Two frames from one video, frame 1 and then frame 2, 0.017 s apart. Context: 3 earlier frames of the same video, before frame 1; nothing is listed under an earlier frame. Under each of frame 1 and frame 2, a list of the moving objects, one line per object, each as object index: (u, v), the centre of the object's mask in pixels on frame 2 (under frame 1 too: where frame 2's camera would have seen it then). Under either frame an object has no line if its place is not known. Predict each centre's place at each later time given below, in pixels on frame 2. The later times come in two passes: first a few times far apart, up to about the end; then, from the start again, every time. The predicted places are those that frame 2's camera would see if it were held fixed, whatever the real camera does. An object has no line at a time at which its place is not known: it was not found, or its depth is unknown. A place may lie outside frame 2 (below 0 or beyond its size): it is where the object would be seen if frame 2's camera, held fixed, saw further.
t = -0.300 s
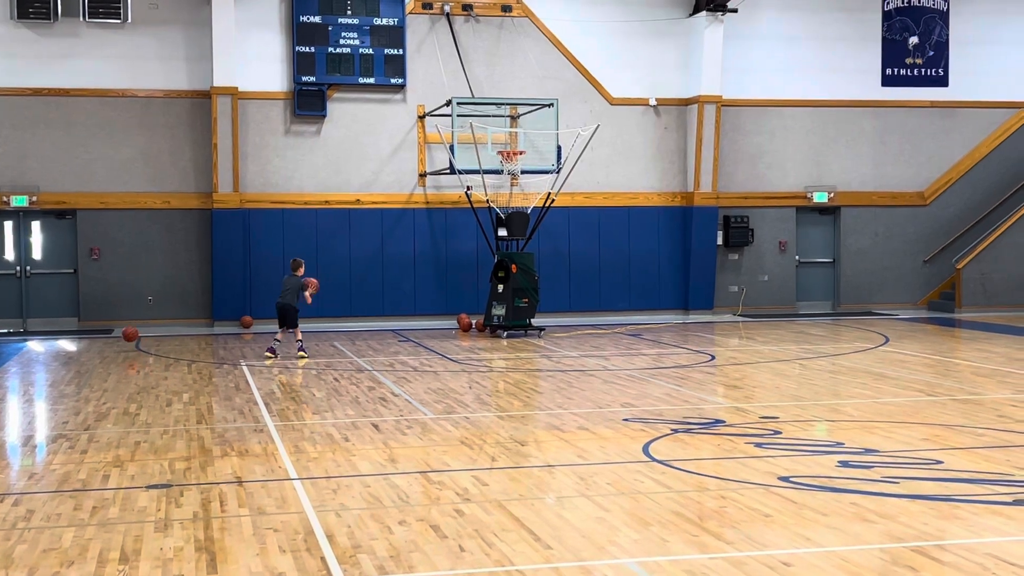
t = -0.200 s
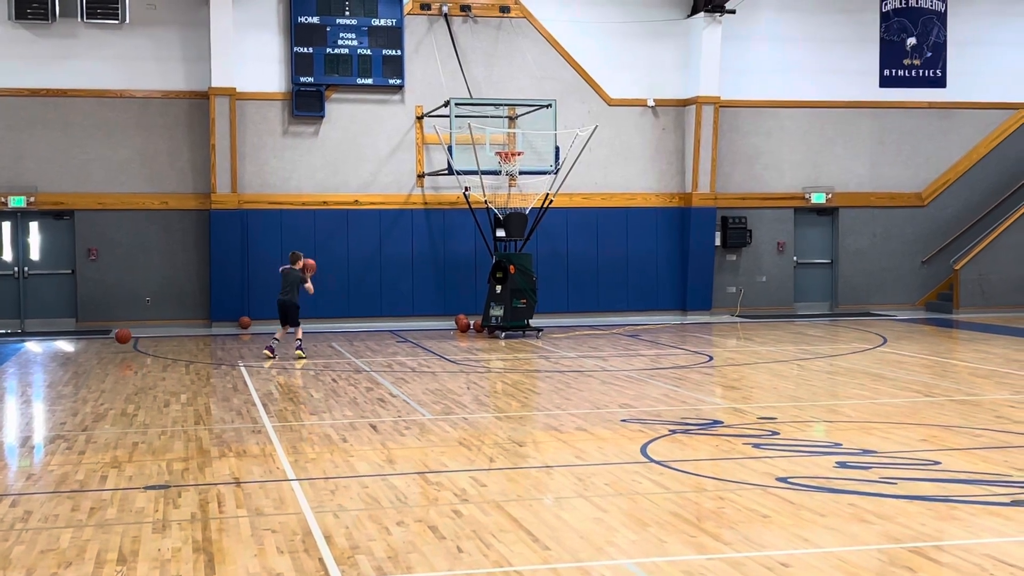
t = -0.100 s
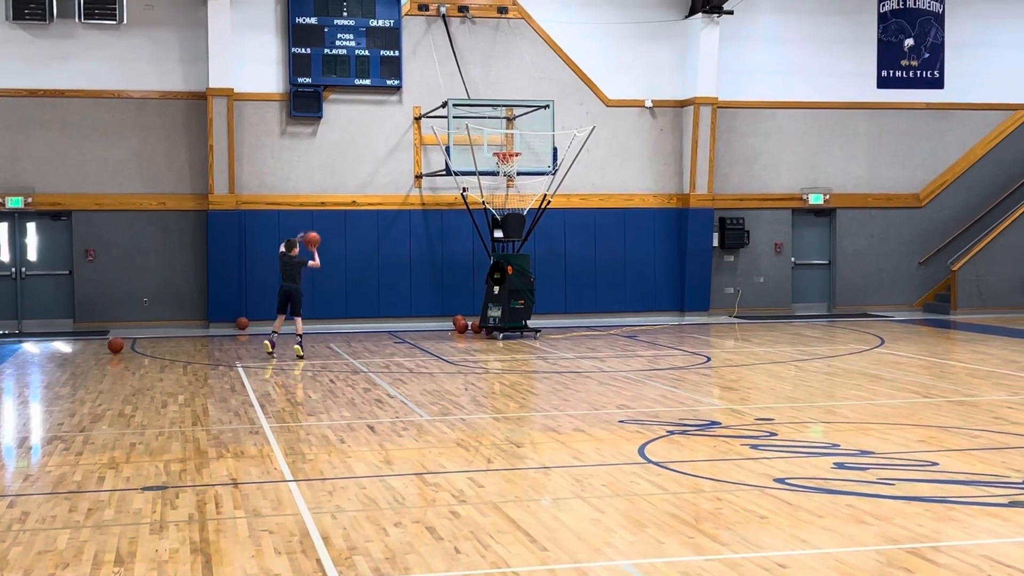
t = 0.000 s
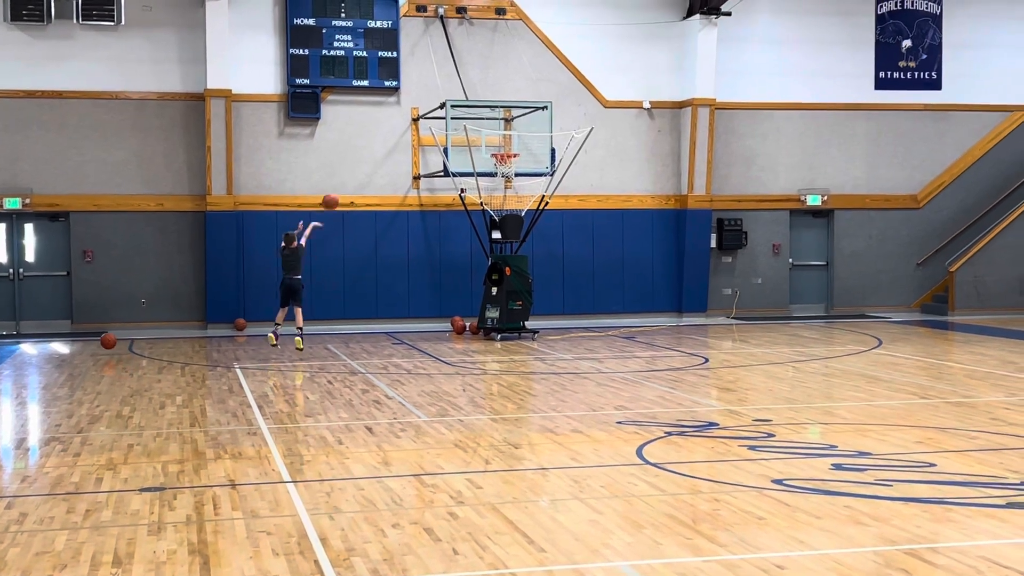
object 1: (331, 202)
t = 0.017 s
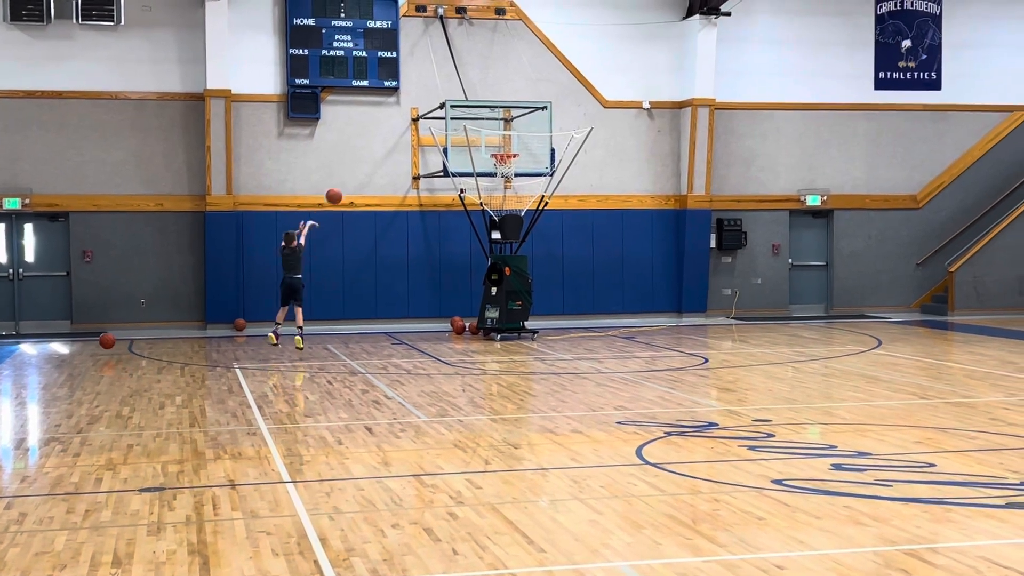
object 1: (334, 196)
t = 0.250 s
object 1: (386, 137)
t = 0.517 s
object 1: (440, 116)
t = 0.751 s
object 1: (482, 136)
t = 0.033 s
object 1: (338, 190)
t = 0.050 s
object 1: (342, 185)
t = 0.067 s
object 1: (346, 180)
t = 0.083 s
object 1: (350, 175)
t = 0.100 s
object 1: (354, 170)
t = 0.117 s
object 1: (357, 165)
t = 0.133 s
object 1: (362, 161)
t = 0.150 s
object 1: (365, 157)
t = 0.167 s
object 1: (368, 153)
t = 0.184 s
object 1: (372, 149)
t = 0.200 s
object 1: (376, 145)
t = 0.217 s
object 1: (384, 142)
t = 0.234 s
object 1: (384, 139)
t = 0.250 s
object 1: (386, 137)
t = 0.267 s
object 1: (390, 134)
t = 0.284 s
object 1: (393, 132)
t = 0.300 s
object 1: (397, 129)
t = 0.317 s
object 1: (400, 127)
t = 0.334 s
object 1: (403, 125)
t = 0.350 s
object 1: (406, 123)
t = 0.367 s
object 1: (410, 122)
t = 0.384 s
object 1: (413, 121)
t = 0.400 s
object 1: (417, 120)
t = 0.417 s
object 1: (419, 119)
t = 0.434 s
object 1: (423, 118)
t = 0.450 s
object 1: (427, 117)
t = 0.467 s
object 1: (430, 116)
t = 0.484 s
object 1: (433, 116)
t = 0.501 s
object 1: (436, 116)
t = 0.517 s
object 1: (440, 116)
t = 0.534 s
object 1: (443, 116)
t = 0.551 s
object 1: (446, 117)
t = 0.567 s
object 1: (449, 118)
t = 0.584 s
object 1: (452, 118)
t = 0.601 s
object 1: (455, 119)
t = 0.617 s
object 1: (458, 120)
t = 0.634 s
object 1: (461, 121)
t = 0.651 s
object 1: (464, 122)
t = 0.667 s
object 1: (468, 124)
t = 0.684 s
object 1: (471, 126)
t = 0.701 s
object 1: (473, 129)
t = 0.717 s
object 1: (477, 131)
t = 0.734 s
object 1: (479, 133)
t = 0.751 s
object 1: (482, 136)
